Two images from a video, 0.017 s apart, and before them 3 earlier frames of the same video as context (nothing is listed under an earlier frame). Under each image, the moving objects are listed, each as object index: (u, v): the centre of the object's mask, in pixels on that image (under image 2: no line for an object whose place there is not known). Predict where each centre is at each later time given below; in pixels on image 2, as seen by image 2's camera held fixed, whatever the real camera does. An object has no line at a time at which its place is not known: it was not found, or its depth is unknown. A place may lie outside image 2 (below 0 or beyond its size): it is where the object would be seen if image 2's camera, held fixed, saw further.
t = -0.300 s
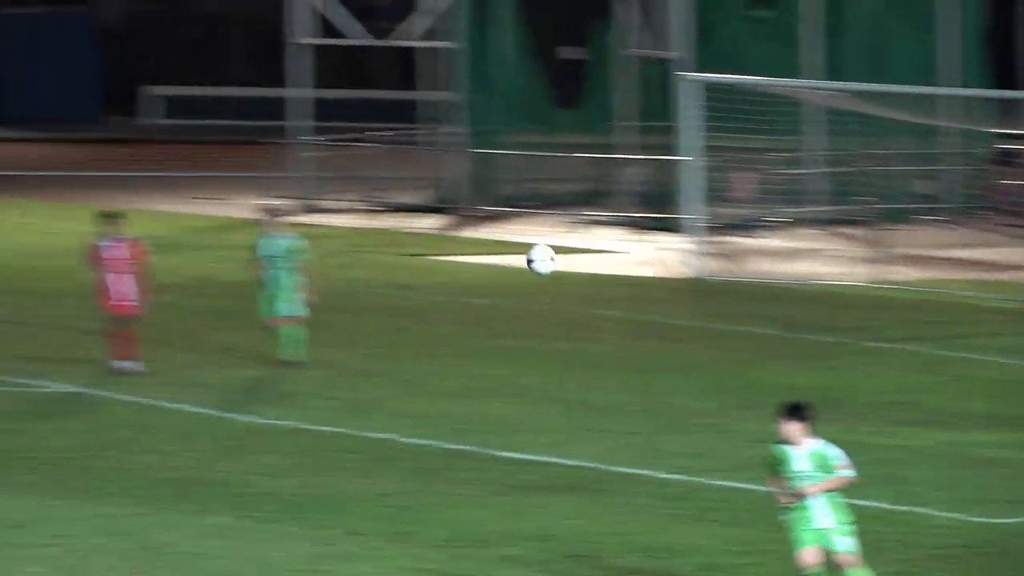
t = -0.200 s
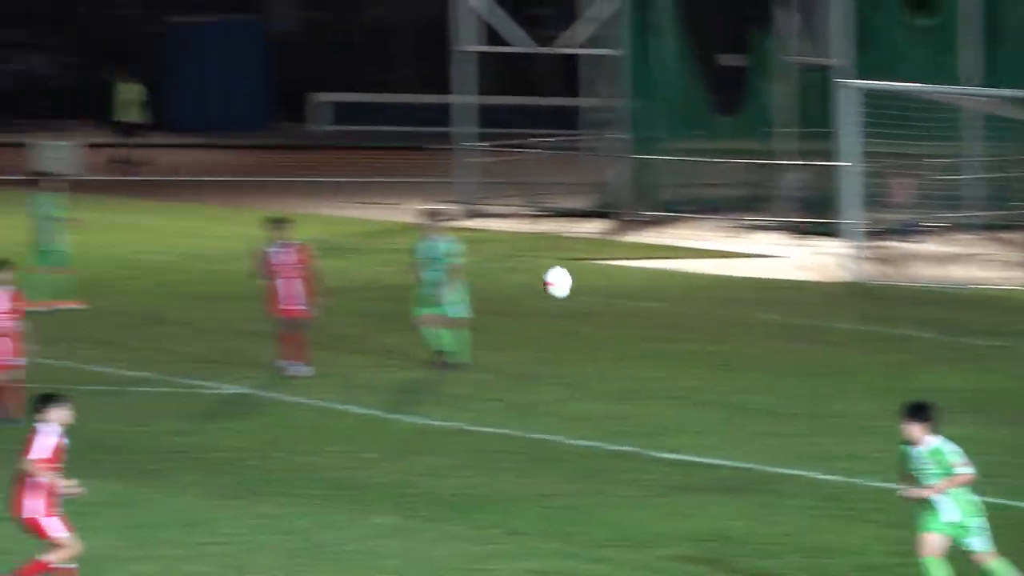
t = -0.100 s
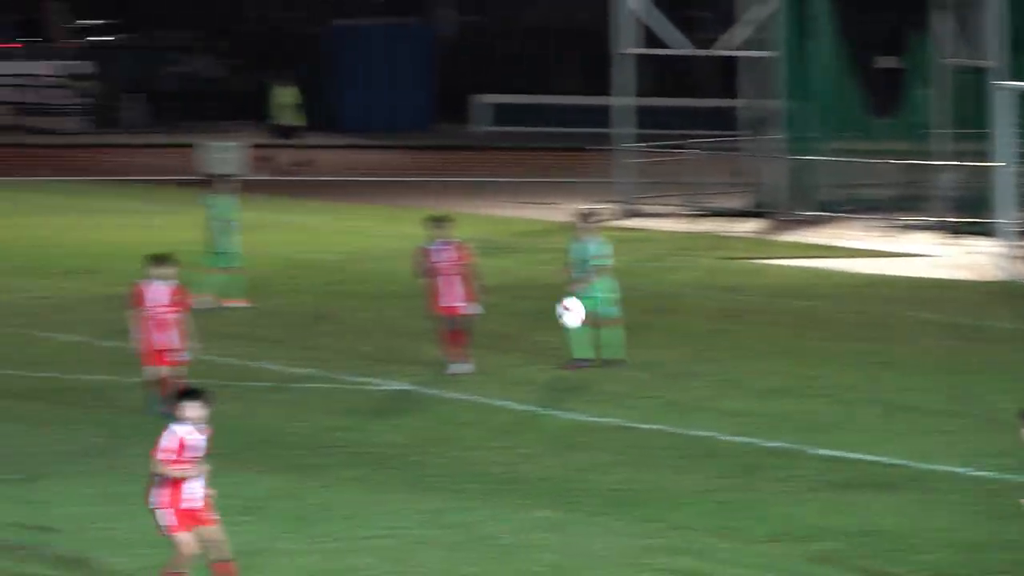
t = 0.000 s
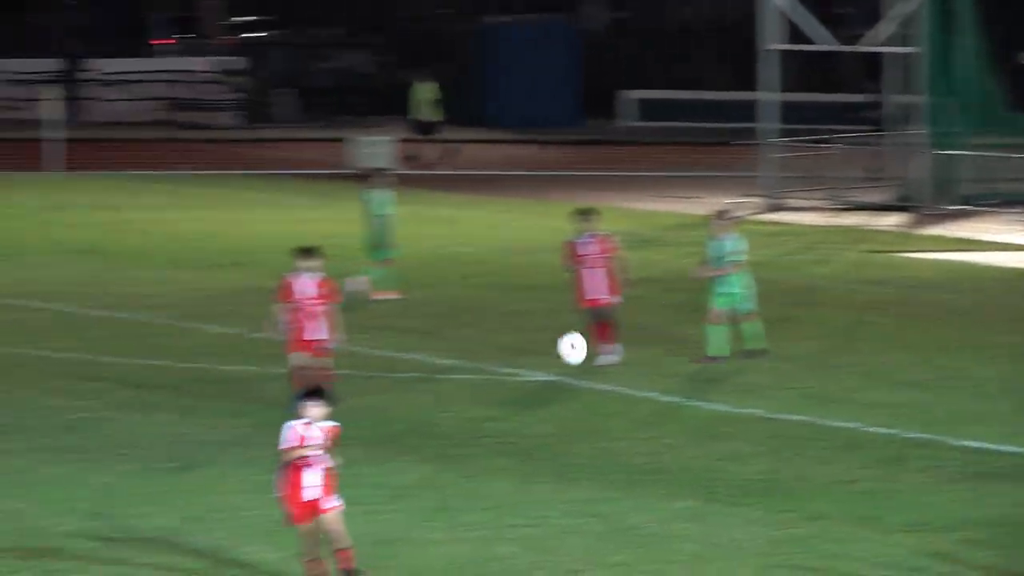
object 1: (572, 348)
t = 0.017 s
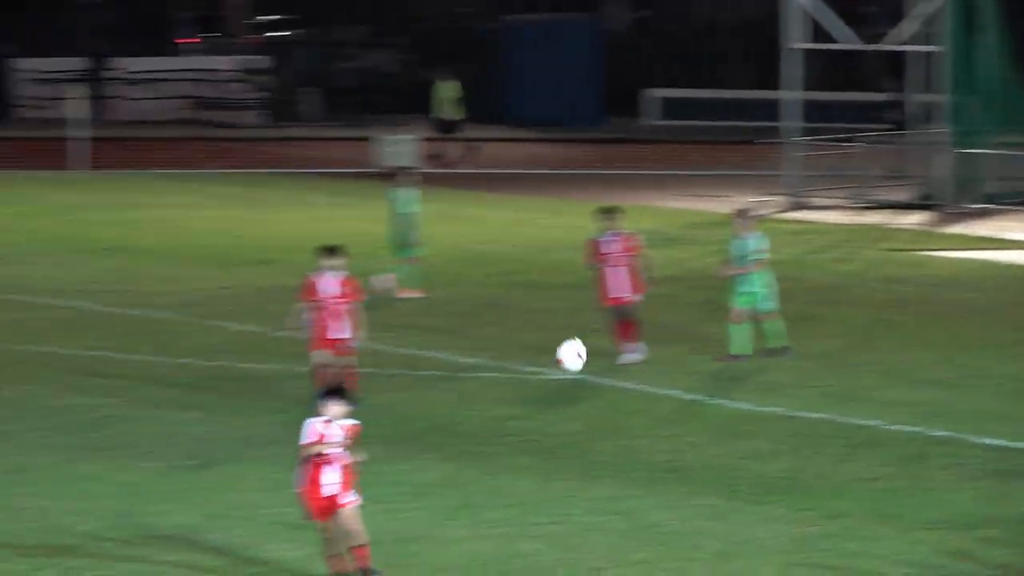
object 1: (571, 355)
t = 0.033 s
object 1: (549, 364)
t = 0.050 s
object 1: (527, 373)
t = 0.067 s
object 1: (504, 383)
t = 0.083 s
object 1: (482, 393)
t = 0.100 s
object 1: (459, 404)
